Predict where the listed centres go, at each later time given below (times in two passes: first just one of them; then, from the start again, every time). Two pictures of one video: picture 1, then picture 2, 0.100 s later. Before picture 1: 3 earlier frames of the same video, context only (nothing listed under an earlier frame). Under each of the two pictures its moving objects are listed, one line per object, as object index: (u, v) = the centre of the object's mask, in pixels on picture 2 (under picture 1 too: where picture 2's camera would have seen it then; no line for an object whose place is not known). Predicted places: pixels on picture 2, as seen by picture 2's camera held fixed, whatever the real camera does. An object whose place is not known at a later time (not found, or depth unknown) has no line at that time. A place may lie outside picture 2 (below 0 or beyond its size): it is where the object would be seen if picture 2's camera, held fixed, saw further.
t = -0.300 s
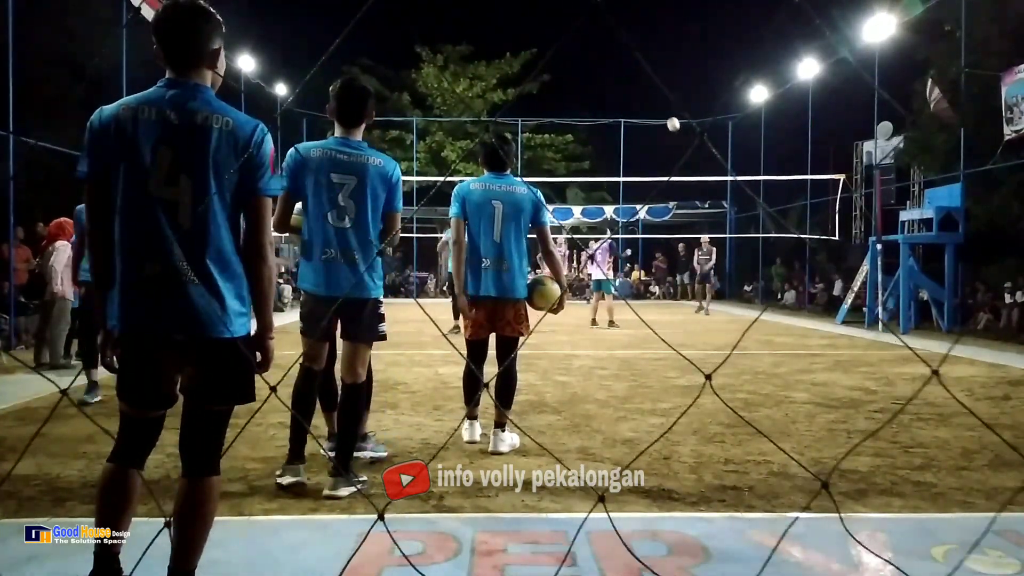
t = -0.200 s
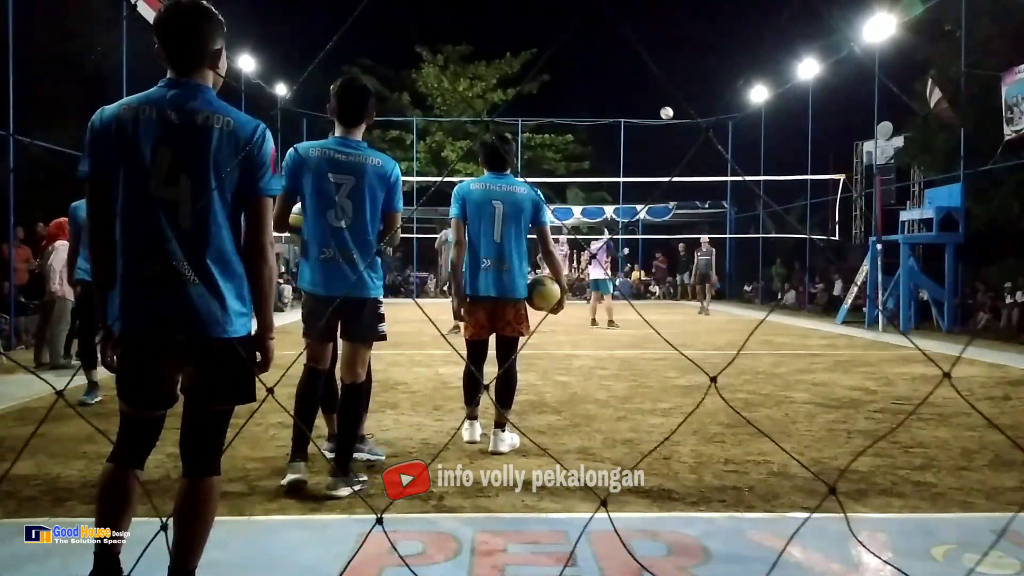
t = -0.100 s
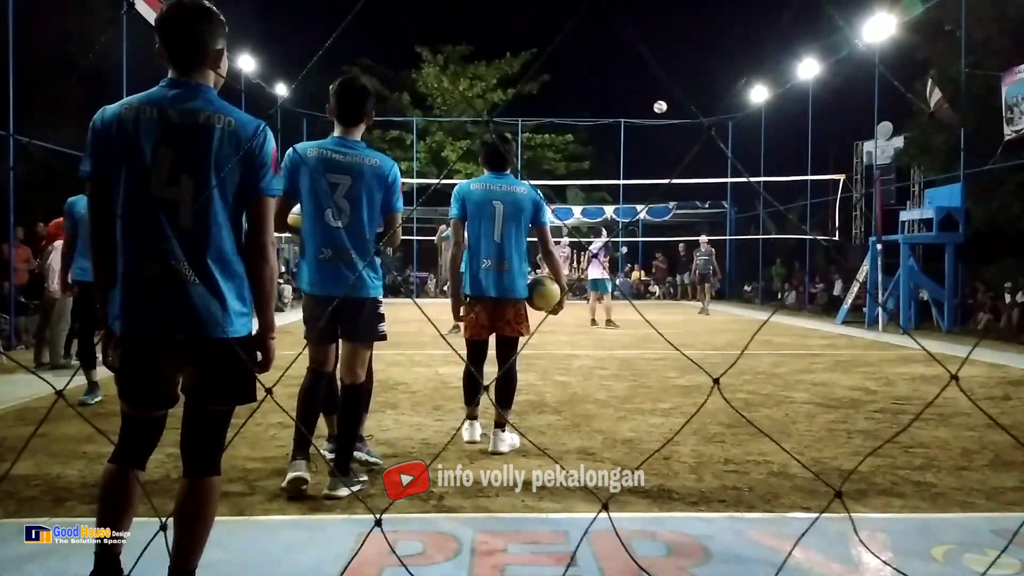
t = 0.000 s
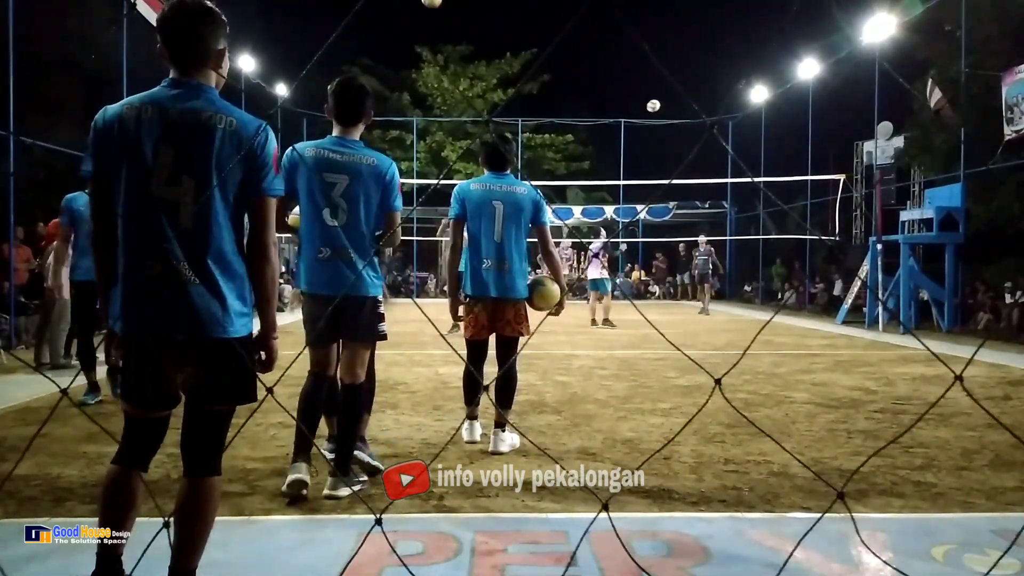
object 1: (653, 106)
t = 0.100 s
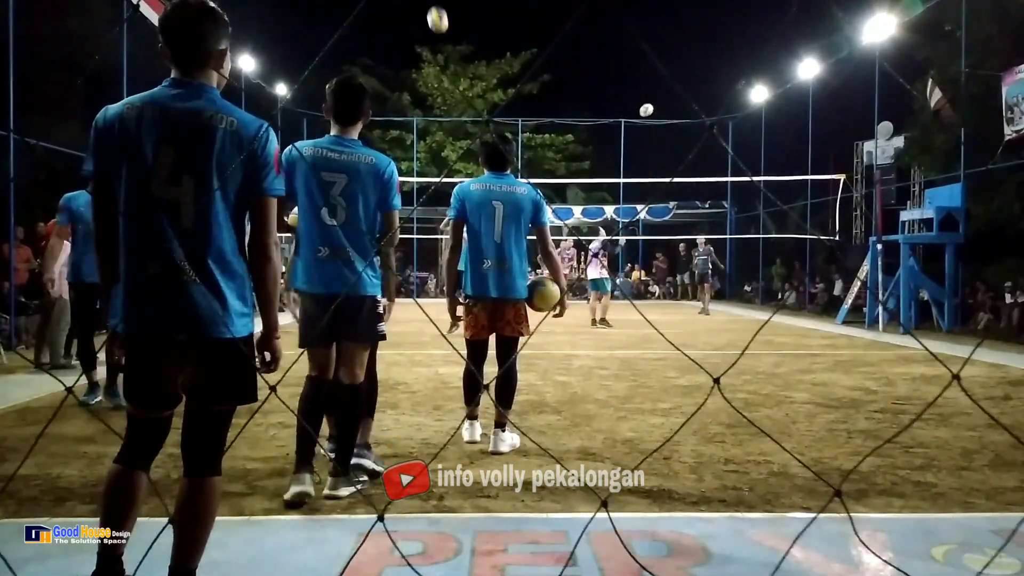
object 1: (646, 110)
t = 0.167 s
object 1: (641, 116)
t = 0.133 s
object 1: (644, 113)
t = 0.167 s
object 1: (641, 116)
